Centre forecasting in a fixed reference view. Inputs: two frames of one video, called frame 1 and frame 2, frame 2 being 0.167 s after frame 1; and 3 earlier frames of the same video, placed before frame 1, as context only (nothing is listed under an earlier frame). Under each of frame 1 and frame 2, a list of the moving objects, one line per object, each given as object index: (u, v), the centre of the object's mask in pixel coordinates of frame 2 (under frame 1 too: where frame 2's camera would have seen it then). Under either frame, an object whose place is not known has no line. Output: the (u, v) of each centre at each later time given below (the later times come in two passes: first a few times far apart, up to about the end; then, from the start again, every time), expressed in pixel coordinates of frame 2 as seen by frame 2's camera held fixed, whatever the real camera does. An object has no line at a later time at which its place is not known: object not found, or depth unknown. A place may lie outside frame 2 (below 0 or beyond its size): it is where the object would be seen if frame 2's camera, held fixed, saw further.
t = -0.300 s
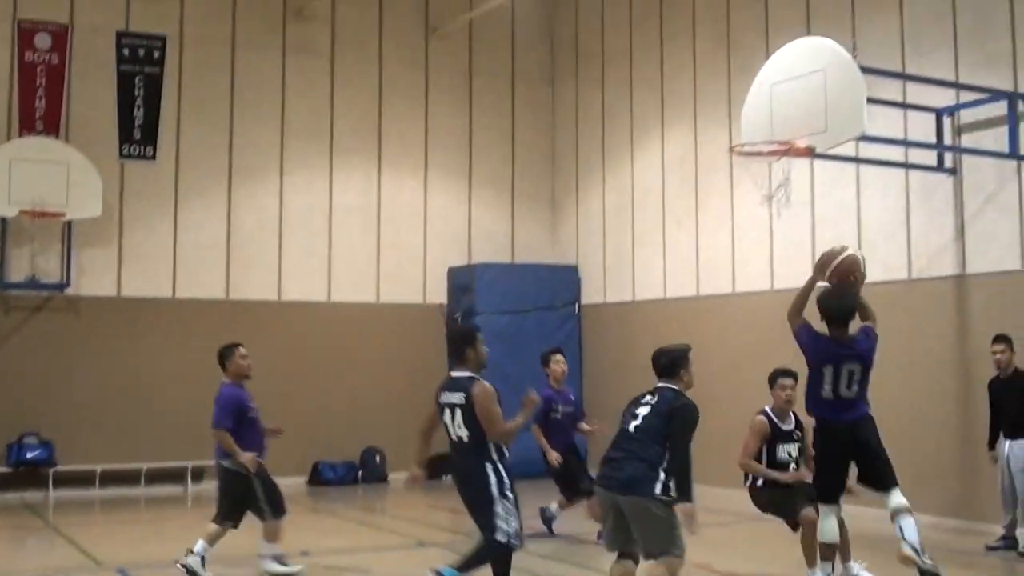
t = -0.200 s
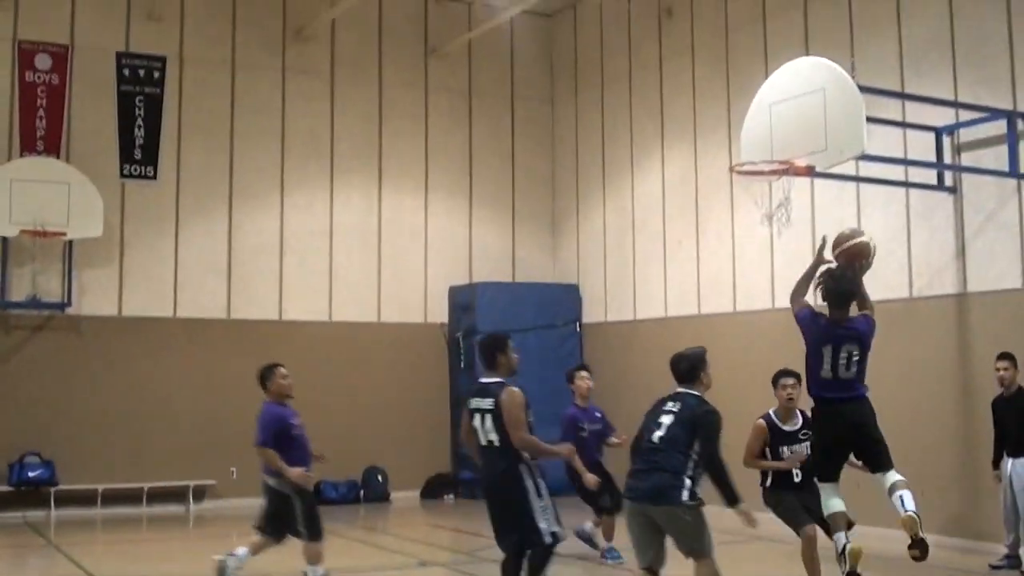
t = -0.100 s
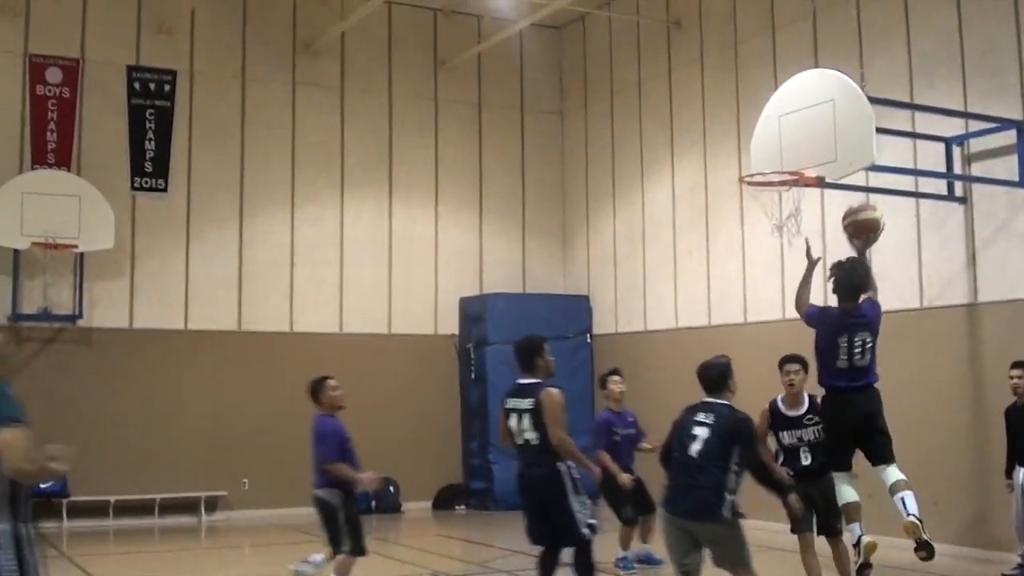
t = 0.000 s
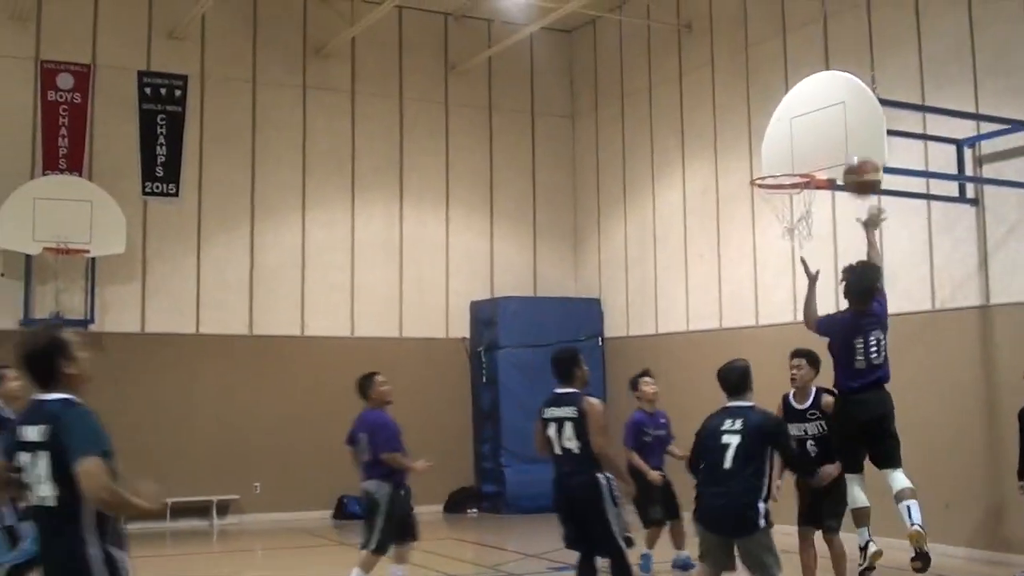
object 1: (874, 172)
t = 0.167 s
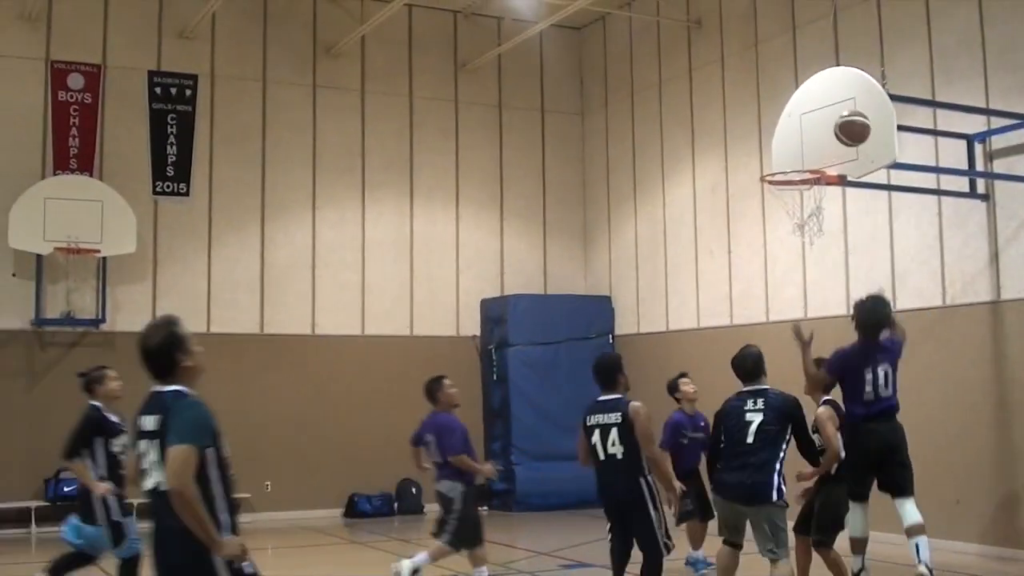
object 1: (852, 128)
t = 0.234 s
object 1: (844, 124)
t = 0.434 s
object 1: (827, 147)
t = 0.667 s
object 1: (798, 153)
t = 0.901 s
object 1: (773, 168)
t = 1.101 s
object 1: (784, 188)
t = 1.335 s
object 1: (814, 260)
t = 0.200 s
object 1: (849, 125)
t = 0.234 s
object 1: (844, 124)
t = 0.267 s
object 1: (840, 125)
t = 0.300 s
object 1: (838, 126)
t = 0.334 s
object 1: (835, 129)
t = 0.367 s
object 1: (832, 134)
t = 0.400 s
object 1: (829, 140)
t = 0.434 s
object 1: (827, 147)
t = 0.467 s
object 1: (824, 155)
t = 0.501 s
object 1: (822, 157)
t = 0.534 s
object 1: (821, 155)
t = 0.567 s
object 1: (816, 154)
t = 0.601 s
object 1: (809, 152)
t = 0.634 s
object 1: (804, 152)
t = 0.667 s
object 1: (798, 153)
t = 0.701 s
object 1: (793, 156)
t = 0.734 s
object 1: (788, 159)
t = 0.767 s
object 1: (782, 166)
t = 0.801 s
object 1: (777, 171)
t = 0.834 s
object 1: (776, 169)
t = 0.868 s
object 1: (774, 169)
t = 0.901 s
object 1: (773, 168)
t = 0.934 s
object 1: (771, 171)
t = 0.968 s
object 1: (772, 173)
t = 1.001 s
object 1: (774, 175)
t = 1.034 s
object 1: (775, 177)
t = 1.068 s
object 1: (779, 183)
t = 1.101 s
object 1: (784, 188)
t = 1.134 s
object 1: (788, 192)
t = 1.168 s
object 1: (792, 201)
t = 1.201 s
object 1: (796, 210)
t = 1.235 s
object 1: (801, 220)
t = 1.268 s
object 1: (805, 232)
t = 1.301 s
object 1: (810, 245)
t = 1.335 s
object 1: (814, 260)
